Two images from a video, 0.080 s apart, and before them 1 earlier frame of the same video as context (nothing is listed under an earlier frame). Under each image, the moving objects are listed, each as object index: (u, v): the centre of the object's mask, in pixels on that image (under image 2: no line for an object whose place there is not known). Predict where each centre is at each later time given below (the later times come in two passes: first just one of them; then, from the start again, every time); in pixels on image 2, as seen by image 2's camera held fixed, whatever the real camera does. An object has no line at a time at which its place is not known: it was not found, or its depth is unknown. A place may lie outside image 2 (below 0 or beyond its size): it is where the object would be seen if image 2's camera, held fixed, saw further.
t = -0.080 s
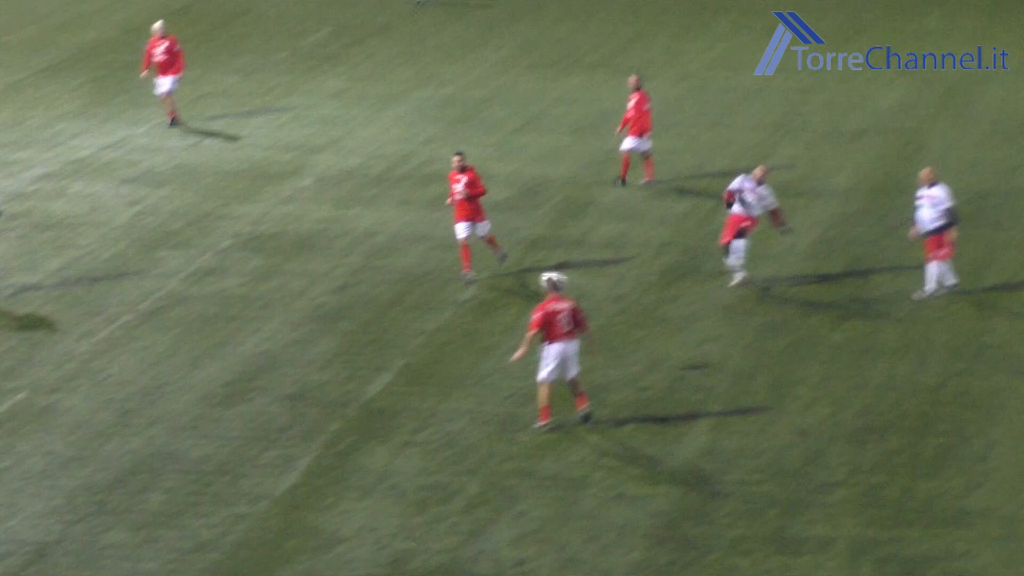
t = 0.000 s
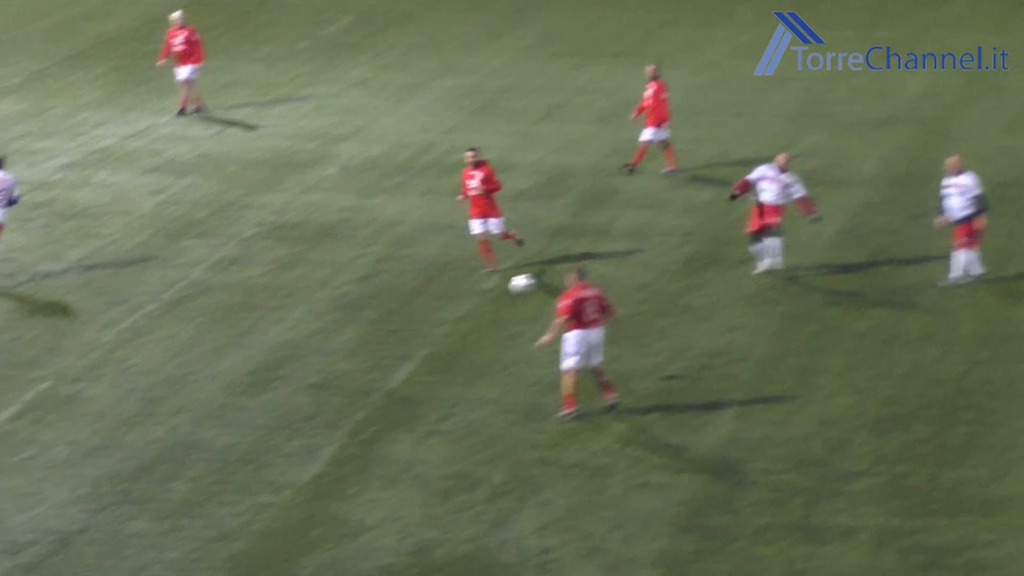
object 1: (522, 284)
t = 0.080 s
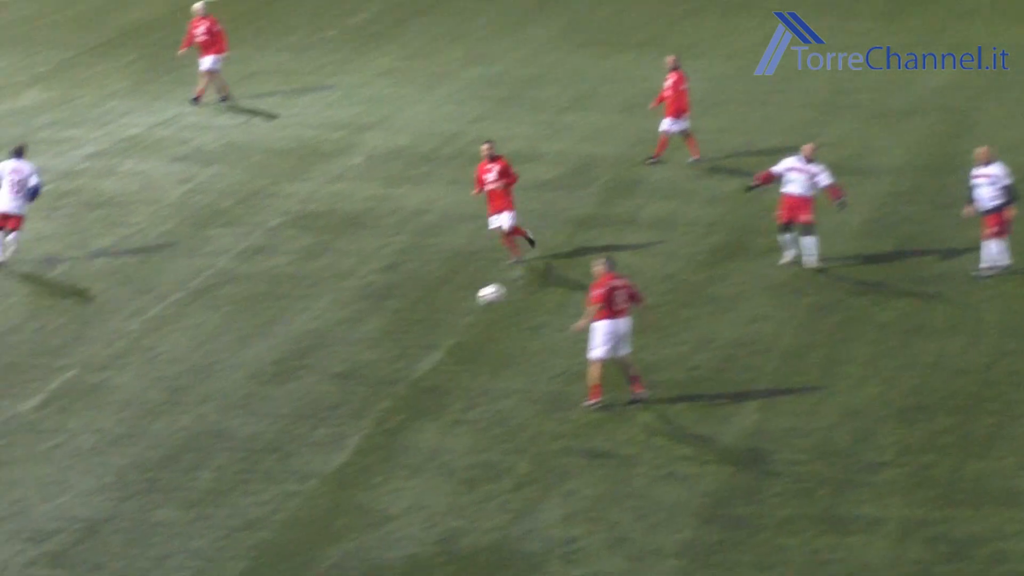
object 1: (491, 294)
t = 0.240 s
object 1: (367, 355)
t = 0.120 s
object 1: (461, 307)
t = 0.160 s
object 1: (430, 321)
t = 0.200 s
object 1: (400, 336)
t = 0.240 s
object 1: (367, 355)
